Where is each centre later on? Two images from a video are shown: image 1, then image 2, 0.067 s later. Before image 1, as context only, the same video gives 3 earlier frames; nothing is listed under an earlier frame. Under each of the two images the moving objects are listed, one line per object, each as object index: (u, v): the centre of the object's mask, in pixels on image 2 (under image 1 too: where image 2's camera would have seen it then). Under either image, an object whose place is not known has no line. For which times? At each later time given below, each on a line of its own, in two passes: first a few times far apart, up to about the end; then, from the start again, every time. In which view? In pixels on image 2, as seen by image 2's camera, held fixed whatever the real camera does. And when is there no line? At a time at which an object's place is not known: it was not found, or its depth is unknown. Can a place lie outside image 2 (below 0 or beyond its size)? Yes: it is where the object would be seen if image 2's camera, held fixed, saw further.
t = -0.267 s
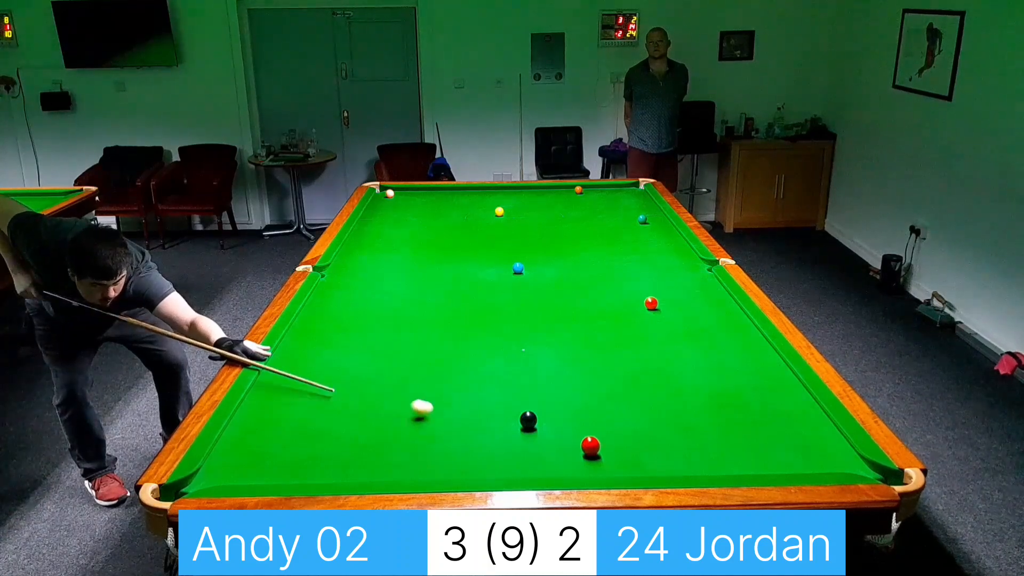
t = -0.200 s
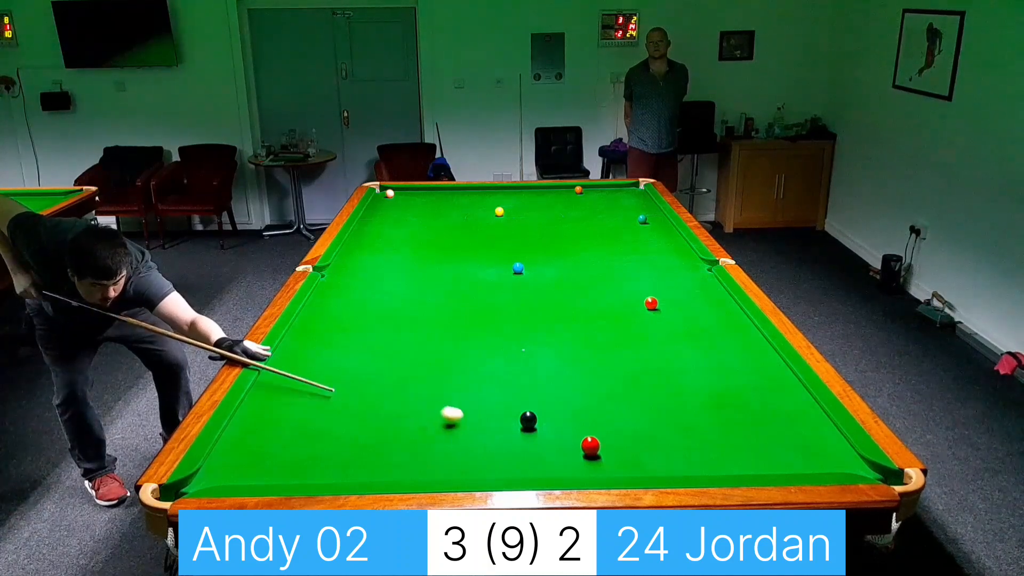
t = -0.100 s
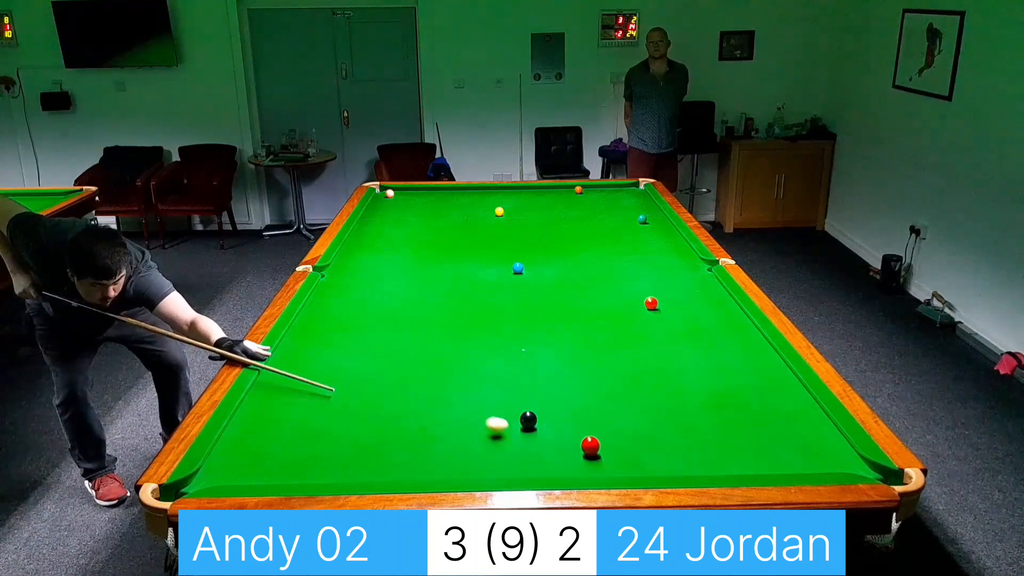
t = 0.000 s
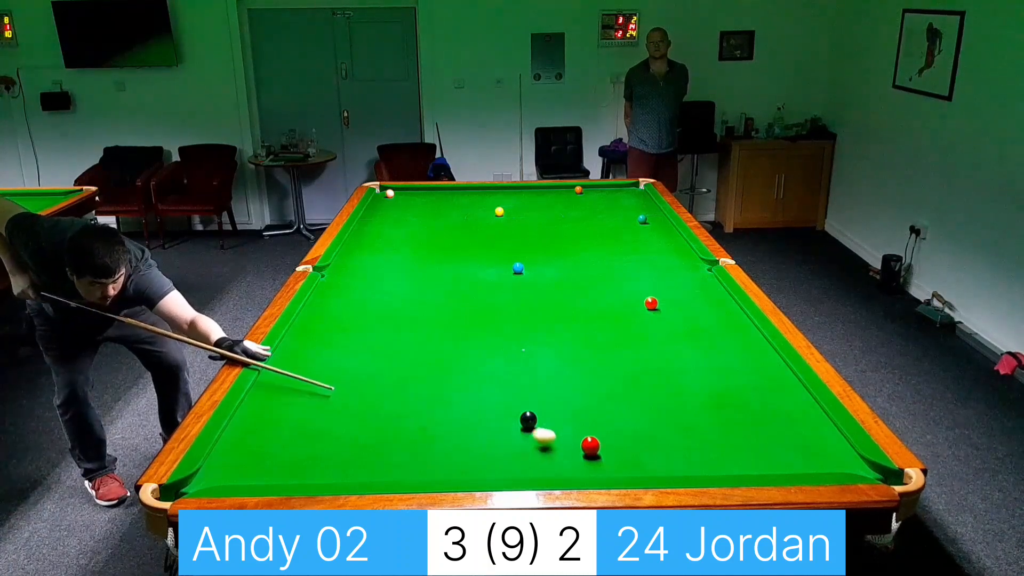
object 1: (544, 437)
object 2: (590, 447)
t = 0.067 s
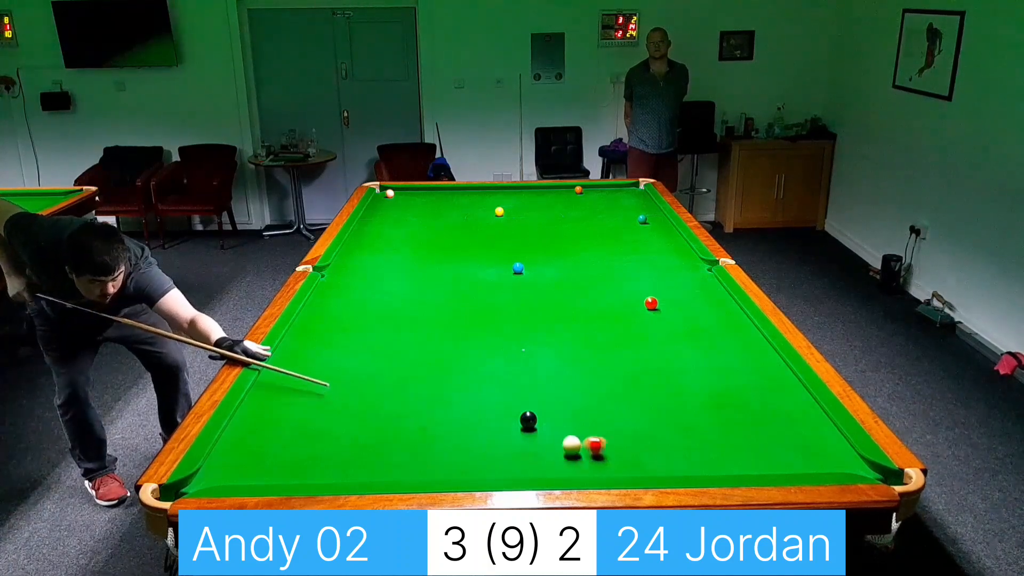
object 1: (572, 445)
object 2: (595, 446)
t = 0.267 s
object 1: (588, 464)
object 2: (675, 452)
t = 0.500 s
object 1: (608, 464)
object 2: (753, 457)
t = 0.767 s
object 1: (620, 448)
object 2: (840, 462)
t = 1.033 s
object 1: (631, 434)
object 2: (853, 466)
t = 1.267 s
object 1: (639, 424)
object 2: (844, 452)
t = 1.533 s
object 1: (647, 413)
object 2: (834, 438)
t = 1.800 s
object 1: (654, 404)
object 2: (826, 426)
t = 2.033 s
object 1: (659, 396)
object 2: (819, 416)
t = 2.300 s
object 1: (665, 389)
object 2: (812, 407)
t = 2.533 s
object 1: (669, 384)
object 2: (806, 400)
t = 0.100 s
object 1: (572, 449)
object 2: (611, 447)
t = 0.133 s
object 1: (574, 451)
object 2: (625, 448)
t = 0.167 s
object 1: (576, 455)
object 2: (639, 449)
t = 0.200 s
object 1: (580, 458)
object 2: (652, 450)
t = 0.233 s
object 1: (584, 461)
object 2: (663, 451)
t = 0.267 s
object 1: (588, 464)
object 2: (675, 452)
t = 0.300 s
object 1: (593, 467)
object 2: (686, 452)
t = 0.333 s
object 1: (597, 468)
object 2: (697, 453)
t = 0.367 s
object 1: (601, 470)
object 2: (708, 454)
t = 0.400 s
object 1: (603, 469)
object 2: (719, 455)
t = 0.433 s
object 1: (604, 467)
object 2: (730, 455)
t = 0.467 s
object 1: (606, 466)
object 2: (741, 456)
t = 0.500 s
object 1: (608, 464)
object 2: (753, 457)
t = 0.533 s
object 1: (609, 462)
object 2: (763, 457)
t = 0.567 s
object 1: (611, 460)
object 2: (775, 458)
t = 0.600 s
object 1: (613, 458)
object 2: (786, 459)
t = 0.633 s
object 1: (614, 456)
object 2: (796, 459)
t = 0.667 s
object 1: (616, 454)
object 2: (807, 460)
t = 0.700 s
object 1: (617, 452)
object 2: (819, 460)
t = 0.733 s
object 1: (619, 450)
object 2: (829, 461)
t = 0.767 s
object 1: (620, 448)
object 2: (840, 462)
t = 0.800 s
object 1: (622, 446)
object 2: (852, 463)
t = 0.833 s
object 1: (623, 445)
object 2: (862, 464)
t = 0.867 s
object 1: (624, 443)
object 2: (860, 466)
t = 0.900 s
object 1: (626, 441)
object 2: (859, 468)
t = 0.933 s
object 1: (627, 440)
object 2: (857, 469)
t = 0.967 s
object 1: (628, 438)
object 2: (856, 468)
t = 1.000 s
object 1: (629, 436)
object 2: (854, 467)
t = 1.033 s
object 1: (631, 434)
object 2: (853, 466)
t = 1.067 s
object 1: (632, 433)
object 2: (851, 464)
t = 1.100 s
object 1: (633, 431)
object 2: (850, 463)
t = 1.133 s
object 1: (634, 430)
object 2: (849, 461)
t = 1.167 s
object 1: (635, 428)
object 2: (848, 458)
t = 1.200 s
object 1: (636, 427)
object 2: (846, 456)
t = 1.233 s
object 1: (638, 425)
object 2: (845, 455)
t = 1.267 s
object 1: (639, 424)
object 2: (844, 452)
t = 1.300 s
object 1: (640, 422)
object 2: (842, 451)
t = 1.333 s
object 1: (641, 421)
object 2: (841, 449)
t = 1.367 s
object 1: (642, 420)
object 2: (840, 447)
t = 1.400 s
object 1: (643, 418)
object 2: (839, 445)
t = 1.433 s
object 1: (644, 417)
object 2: (838, 443)
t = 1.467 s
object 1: (645, 416)
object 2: (837, 441)
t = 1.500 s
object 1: (646, 414)
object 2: (835, 440)
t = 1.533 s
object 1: (647, 413)
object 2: (834, 438)
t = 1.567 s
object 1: (648, 412)
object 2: (833, 436)
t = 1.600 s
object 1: (649, 411)
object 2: (832, 435)
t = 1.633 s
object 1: (650, 409)
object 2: (831, 433)
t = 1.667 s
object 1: (650, 408)
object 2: (830, 431)
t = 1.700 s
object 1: (651, 407)
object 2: (829, 430)
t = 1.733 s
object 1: (652, 406)
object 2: (828, 429)
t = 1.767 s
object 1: (653, 405)
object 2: (827, 427)
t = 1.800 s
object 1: (654, 404)
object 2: (826, 426)
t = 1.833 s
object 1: (655, 402)
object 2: (825, 424)
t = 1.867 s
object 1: (655, 402)
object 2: (824, 423)
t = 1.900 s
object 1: (656, 401)
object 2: (823, 421)
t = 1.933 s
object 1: (657, 399)
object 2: (822, 420)
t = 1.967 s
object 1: (658, 398)
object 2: (821, 419)
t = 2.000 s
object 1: (658, 397)
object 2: (820, 417)
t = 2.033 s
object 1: (659, 396)
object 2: (819, 416)
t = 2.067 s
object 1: (660, 395)
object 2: (819, 415)
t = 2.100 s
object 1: (661, 394)
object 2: (817, 413)
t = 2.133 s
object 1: (661, 393)
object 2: (817, 412)
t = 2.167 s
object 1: (662, 393)
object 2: (816, 411)
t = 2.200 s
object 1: (663, 392)
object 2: (815, 410)
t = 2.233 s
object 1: (663, 391)
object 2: (814, 409)
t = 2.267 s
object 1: (664, 390)
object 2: (813, 408)
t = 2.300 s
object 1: (665, 389)
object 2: (812, 407)
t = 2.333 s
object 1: (665, 388)
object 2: (811, 406)
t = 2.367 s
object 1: (666, 388)
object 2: (810, 405)
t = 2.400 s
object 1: (666, 387)
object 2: (809, 403)
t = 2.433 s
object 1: (667, 386)
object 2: (809, 403)
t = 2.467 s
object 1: (668, 385)
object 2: (808, 401)
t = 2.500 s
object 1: (668, 385)
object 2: (807, 400)
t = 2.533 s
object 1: (669, 384)
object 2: (806, 400)
